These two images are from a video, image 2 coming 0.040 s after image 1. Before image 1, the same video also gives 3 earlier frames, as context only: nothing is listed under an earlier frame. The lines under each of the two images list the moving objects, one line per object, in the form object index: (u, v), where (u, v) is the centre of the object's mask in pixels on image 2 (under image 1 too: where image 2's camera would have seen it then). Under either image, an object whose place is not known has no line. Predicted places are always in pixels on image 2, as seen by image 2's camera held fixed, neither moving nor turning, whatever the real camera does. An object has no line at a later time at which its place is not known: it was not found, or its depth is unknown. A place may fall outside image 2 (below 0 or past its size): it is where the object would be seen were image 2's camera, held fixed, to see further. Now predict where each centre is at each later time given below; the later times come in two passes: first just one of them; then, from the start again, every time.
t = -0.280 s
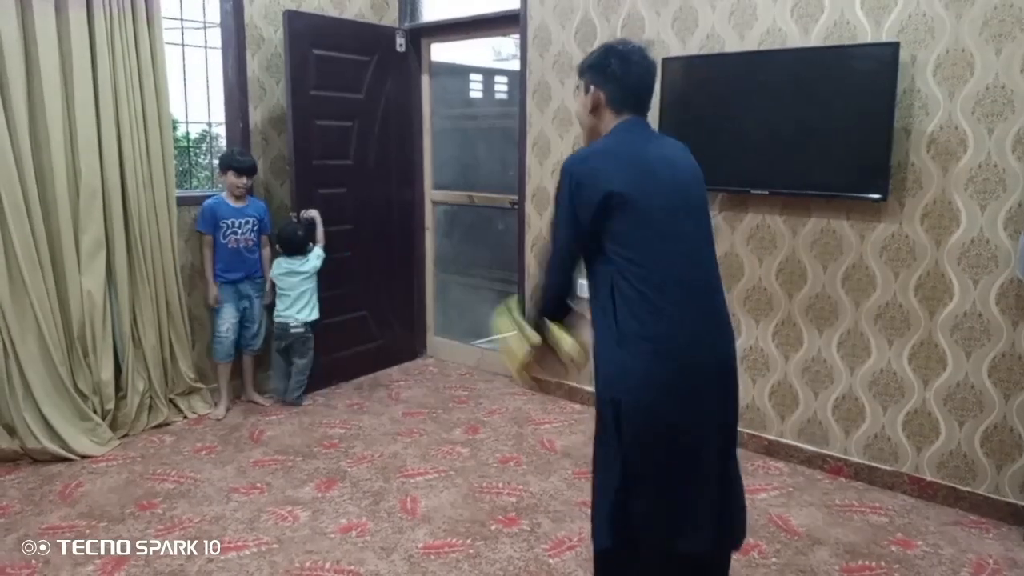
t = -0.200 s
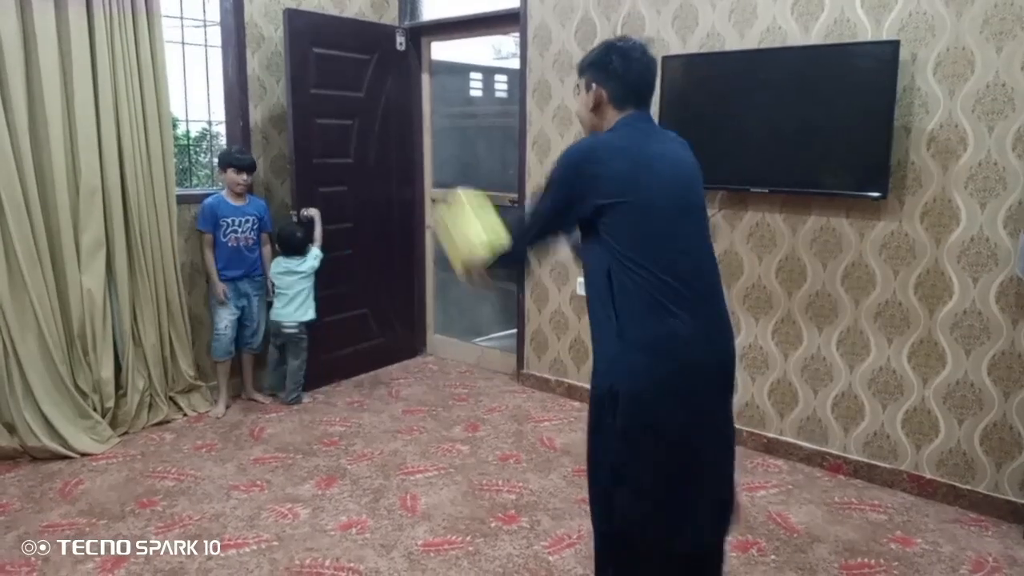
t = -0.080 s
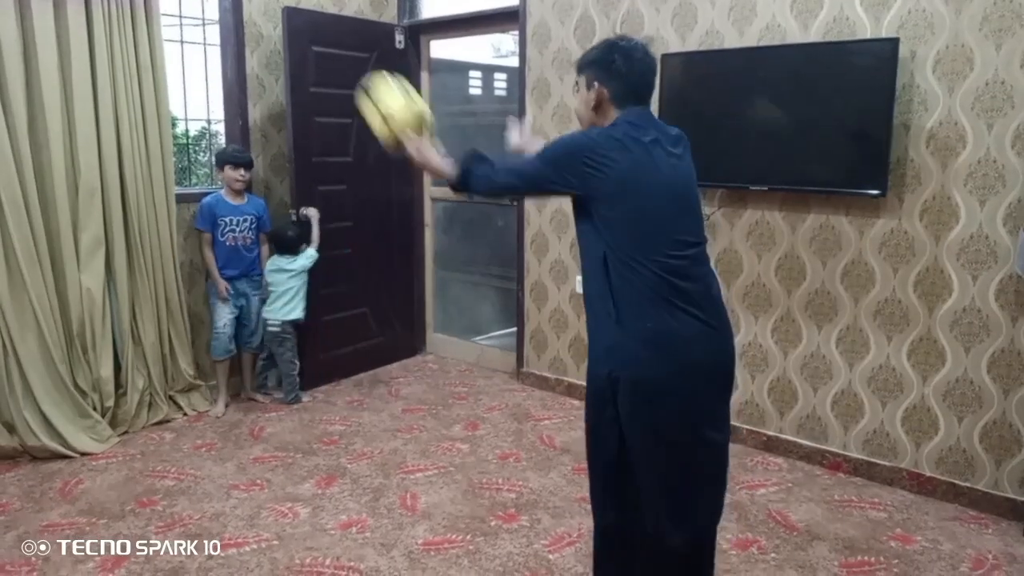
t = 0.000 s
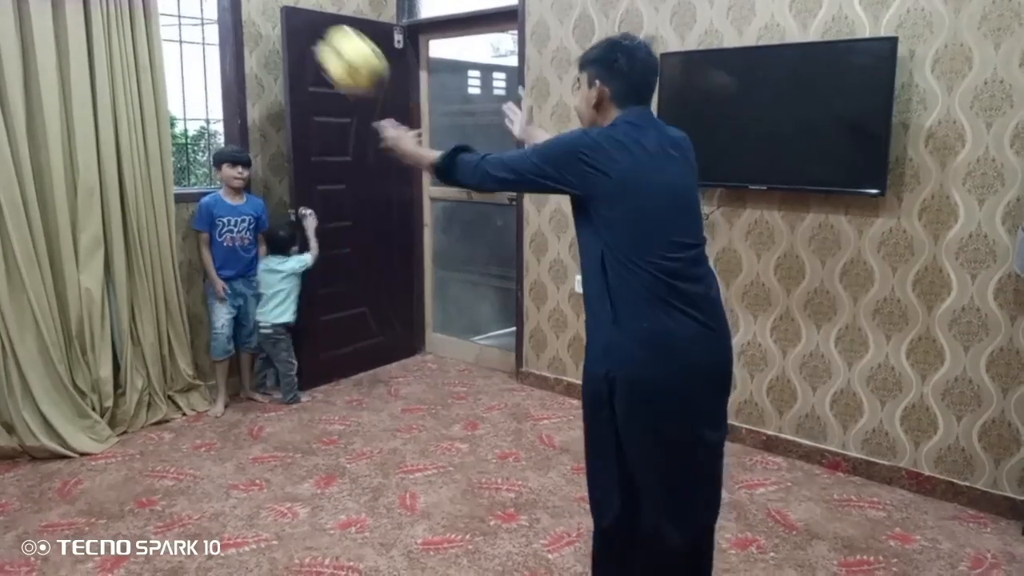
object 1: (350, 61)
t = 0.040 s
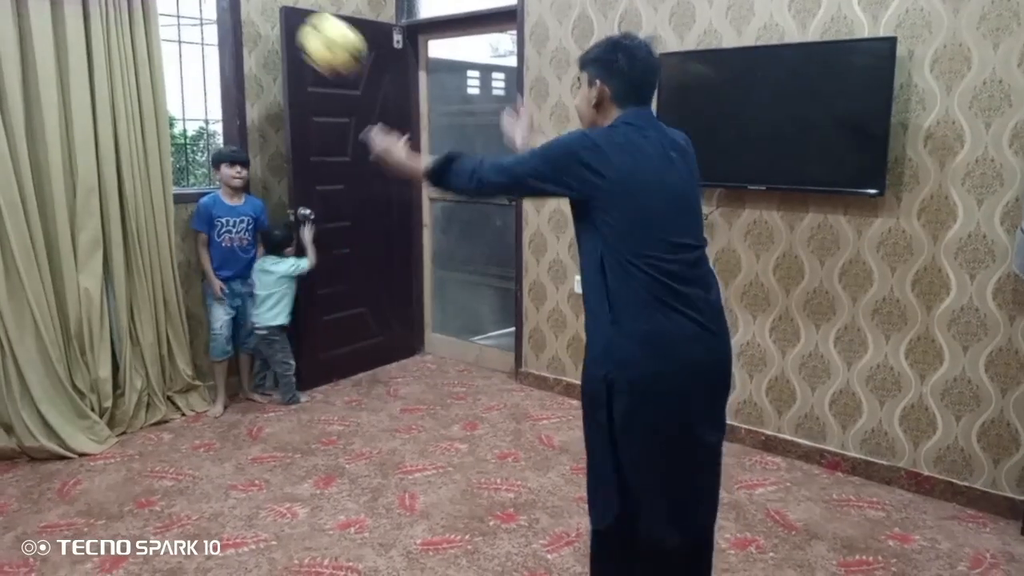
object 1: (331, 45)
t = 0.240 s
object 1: (257, 31)
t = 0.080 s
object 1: (315, 34)
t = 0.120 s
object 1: (301, 26)
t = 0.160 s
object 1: (285, 25)
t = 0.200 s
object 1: (271, 25)
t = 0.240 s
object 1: (257, 31)
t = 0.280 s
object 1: (246, 39)
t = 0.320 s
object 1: (238, 48)
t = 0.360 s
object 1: (228, 63)
